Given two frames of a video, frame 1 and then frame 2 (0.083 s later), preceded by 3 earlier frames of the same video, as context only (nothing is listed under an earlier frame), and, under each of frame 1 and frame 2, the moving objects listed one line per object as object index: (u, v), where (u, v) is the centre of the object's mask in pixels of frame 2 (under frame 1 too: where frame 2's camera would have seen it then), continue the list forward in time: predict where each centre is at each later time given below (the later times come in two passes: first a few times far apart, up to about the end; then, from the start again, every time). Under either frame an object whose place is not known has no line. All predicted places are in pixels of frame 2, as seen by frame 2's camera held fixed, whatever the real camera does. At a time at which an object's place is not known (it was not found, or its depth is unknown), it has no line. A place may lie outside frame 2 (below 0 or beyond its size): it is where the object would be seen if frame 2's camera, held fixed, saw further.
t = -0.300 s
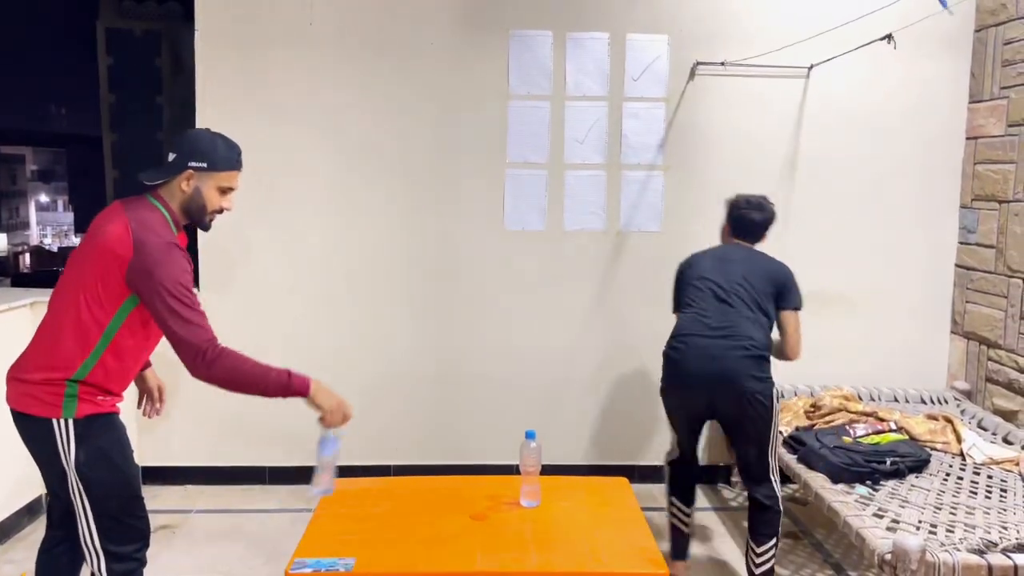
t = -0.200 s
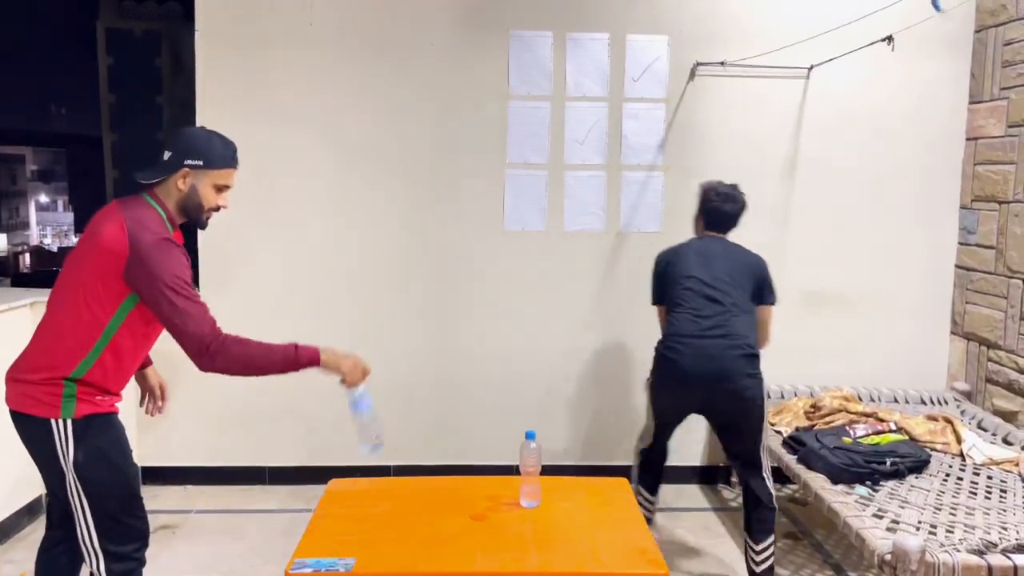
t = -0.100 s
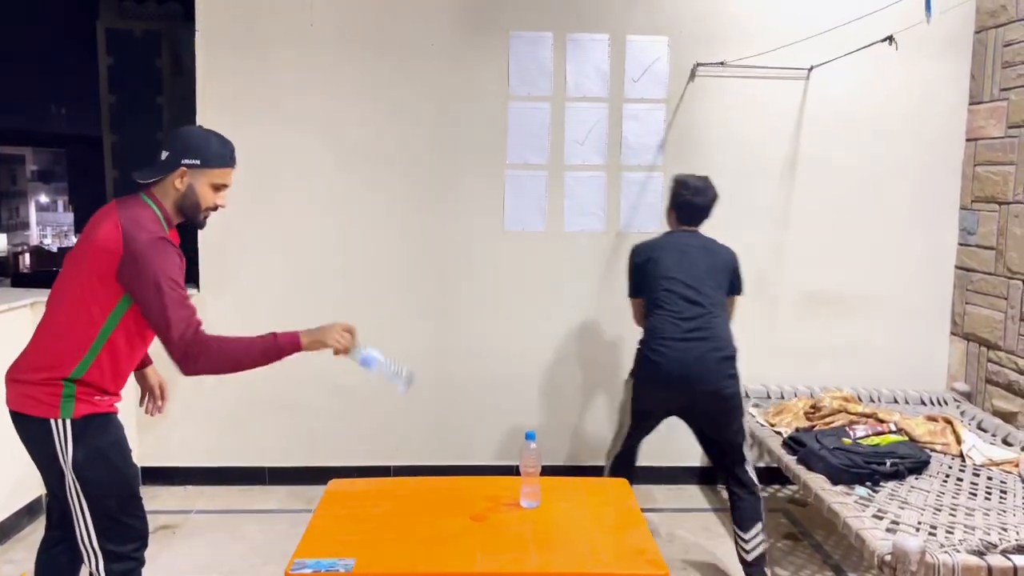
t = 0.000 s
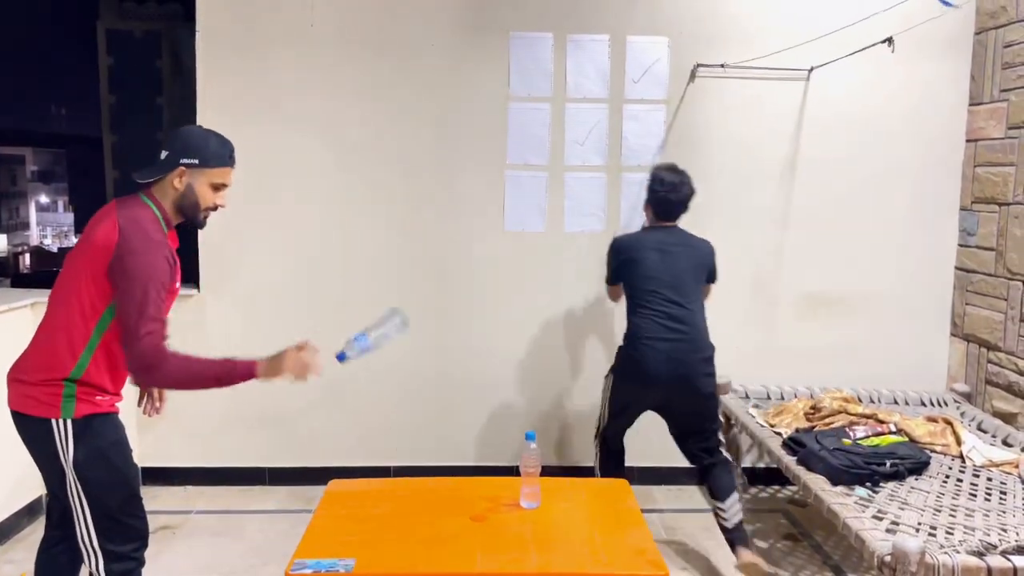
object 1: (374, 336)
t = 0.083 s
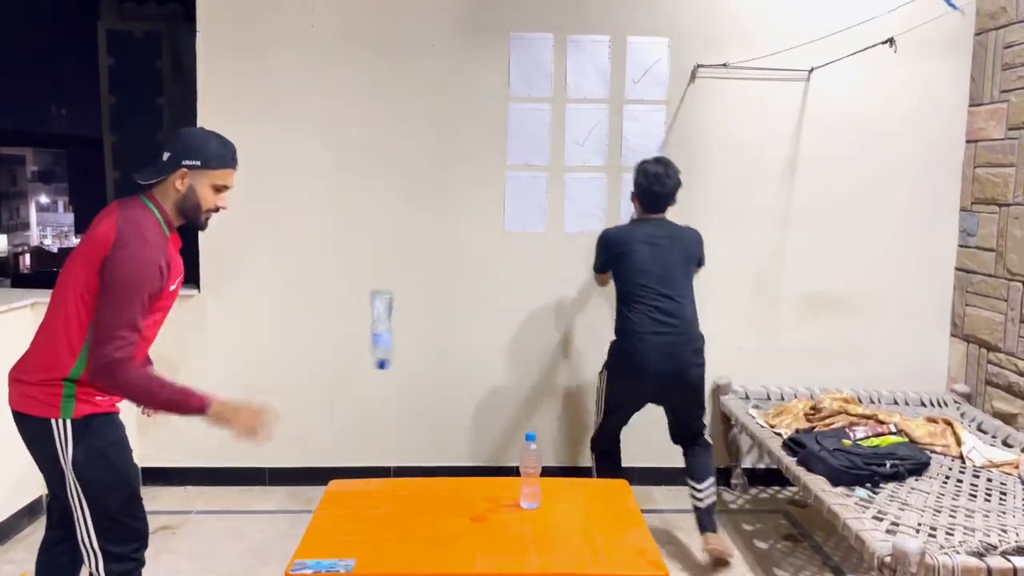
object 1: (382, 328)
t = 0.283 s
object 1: (375, 355)
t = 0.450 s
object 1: (338, 494)
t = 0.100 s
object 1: (384, 326)
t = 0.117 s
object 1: (386, 326)
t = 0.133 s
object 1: (387, 325)
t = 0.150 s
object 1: (388, 324)
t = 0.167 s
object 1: (388, 324)
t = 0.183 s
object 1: (388, 325)
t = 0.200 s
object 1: (385, 327)
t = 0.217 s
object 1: (384, 330)
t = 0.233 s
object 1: (383, 334)
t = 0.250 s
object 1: (380, 340)
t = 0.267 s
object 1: (378, 347)
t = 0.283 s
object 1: (375, 355)
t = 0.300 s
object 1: (371, 365)
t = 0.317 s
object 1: (367, 376)
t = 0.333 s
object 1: (364, 387)
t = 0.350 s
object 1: (361, 400)
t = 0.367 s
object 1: (357, 415)
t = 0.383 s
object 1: (353, 433)
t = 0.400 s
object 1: (348, 448)
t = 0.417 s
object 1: (345, 465)
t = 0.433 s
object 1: (341, 485)
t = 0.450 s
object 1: (338, 494)
